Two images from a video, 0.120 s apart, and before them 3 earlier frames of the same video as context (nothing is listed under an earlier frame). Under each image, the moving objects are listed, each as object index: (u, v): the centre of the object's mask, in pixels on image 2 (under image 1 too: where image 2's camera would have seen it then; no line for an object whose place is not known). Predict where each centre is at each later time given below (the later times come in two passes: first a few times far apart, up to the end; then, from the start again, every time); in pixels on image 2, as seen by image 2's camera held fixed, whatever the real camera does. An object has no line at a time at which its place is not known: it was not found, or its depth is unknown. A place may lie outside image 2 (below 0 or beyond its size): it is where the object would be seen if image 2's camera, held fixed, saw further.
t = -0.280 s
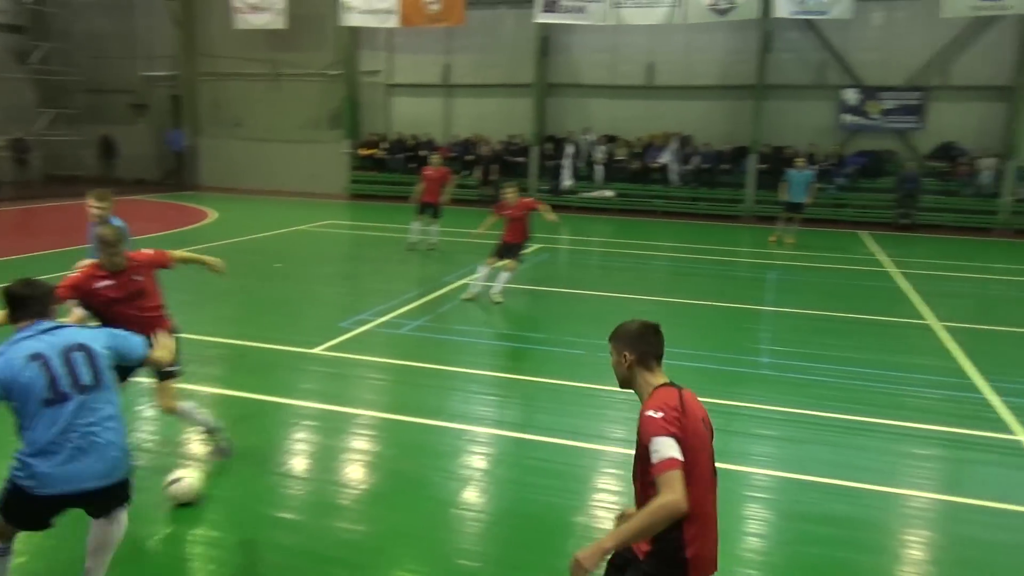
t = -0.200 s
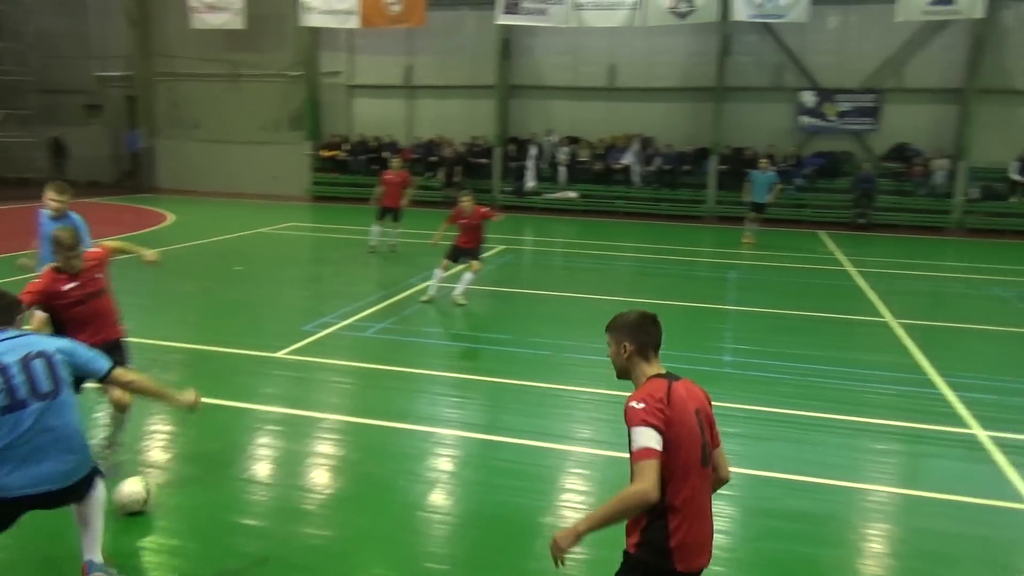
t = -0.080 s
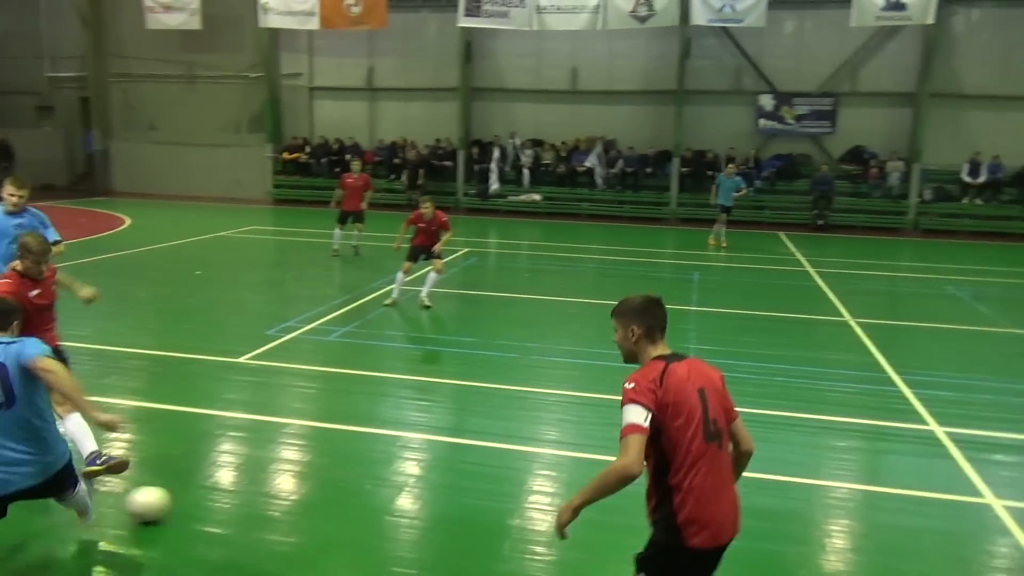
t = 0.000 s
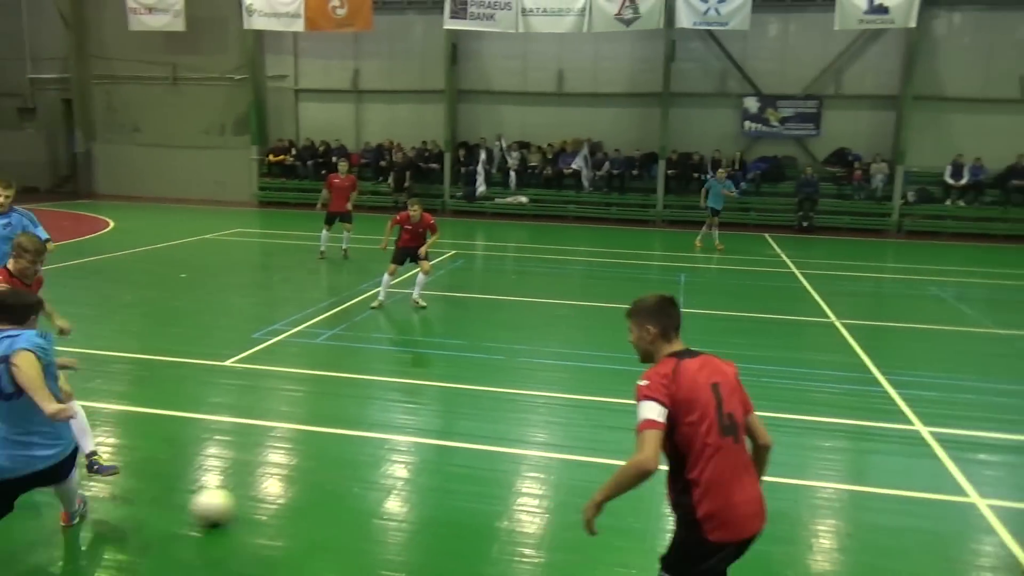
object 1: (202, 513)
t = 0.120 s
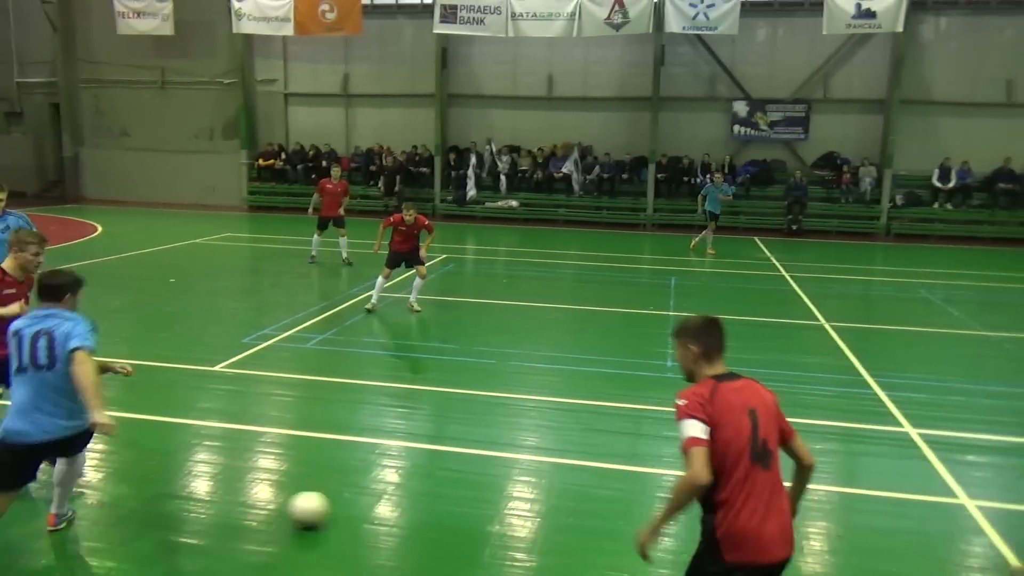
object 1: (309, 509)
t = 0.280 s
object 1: (424, 506)
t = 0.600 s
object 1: (641, 497)
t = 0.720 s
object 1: (717, 494)
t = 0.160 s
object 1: (339, 509)
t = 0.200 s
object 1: (368, 507)
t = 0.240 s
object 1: (397, 507)
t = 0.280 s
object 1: (424, 506)
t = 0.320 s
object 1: (452, 505)
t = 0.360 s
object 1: (480, 504)
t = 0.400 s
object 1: (507, 503)
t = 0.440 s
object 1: (536, 502)
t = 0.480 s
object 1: (563, 501)
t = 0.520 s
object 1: (589, 500)
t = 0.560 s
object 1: (615, 499)
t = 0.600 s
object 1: (641, 497)
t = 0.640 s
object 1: (666, 496)
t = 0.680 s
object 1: (692, 495)
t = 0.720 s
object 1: (717, 494)
